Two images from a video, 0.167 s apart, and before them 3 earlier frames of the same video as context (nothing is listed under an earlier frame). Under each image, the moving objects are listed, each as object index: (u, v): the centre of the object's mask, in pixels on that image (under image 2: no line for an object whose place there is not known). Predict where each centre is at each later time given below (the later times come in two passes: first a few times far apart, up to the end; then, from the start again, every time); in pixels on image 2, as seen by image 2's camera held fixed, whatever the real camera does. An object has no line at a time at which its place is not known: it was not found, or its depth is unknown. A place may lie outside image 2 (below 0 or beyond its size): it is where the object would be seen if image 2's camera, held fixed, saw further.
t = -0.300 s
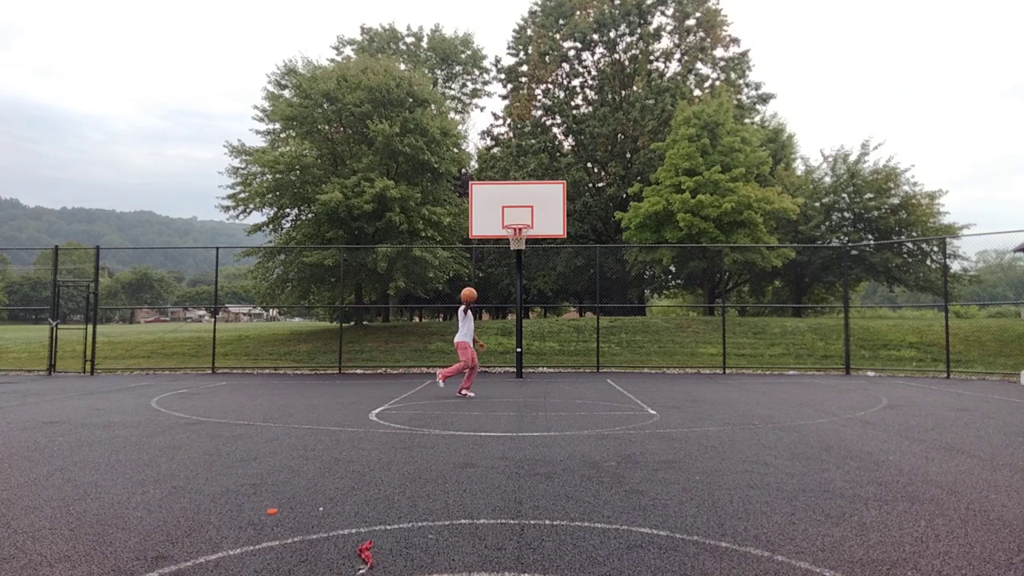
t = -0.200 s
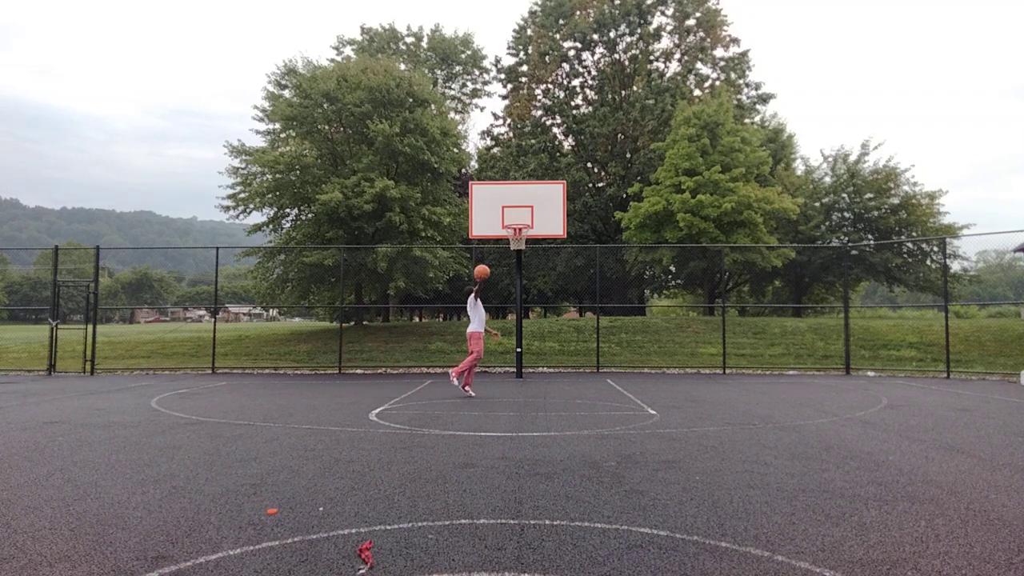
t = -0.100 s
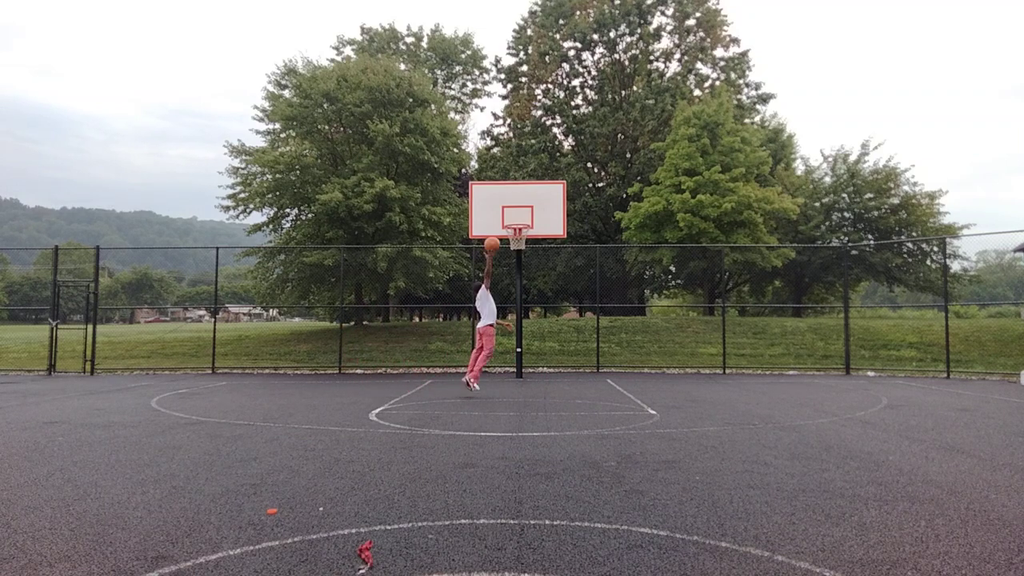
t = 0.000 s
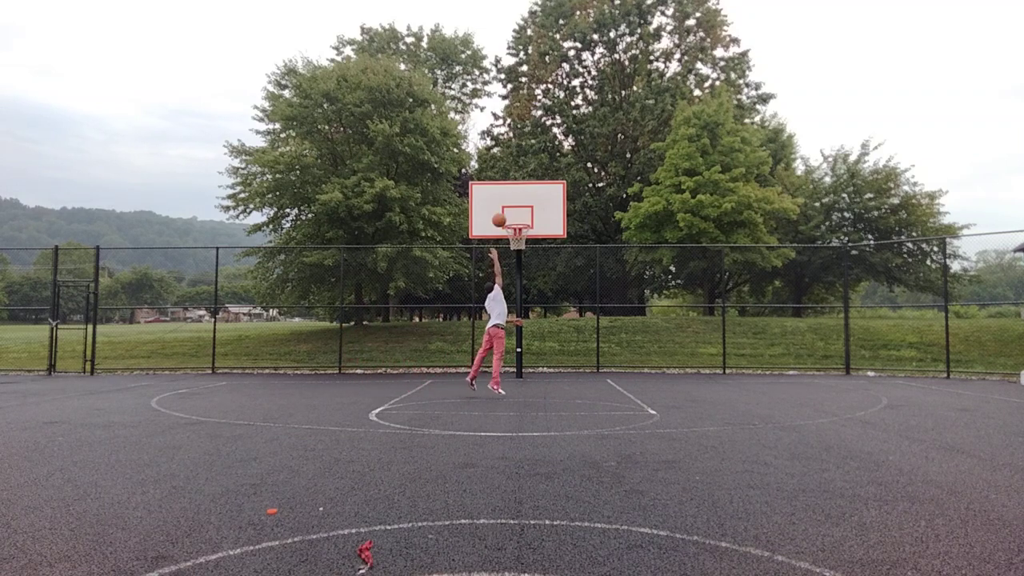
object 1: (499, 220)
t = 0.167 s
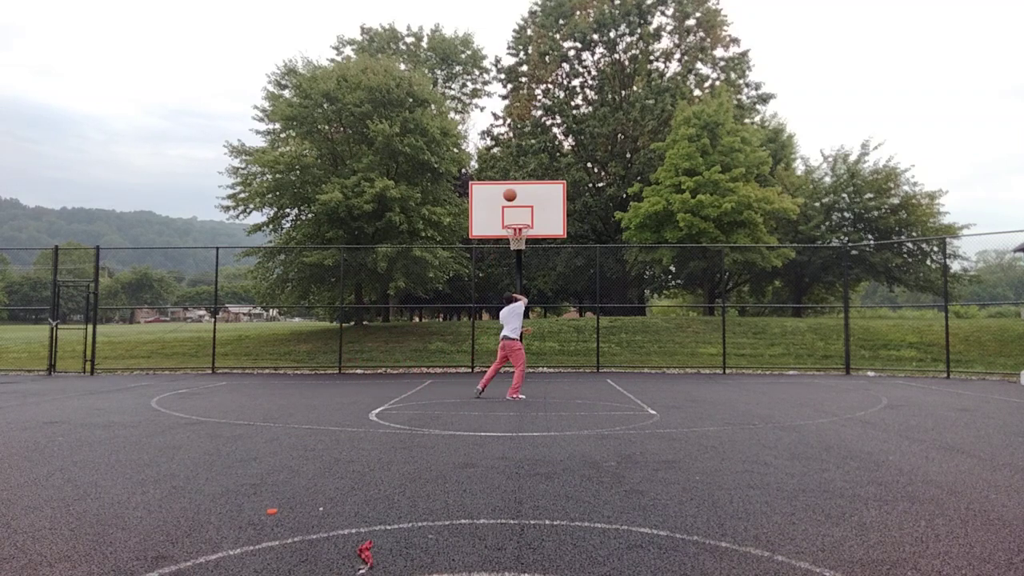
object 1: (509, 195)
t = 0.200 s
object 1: (511, 192)
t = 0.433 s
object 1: (525, 189)
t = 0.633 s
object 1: (535, 210)
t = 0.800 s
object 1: (542, 242)
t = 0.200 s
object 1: (511, 192)
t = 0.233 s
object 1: (513, 189)
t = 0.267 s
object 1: (515, 187)
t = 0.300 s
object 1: (517, 186)
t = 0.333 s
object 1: (519, 186)
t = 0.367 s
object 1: (521, 186)
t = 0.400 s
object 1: (523, 187)
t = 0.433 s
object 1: (525, 189)
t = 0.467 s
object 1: (526, 191)
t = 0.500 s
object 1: (528, 194)
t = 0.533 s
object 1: (530, 197)
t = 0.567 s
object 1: (531, 201)
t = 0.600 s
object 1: (533, 205)
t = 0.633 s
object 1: (535, 210)
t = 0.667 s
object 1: (536, 215)
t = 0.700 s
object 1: (538, 221)
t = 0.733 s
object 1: (539, 227)
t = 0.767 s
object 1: (541, 234)
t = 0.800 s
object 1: (542, 242)
